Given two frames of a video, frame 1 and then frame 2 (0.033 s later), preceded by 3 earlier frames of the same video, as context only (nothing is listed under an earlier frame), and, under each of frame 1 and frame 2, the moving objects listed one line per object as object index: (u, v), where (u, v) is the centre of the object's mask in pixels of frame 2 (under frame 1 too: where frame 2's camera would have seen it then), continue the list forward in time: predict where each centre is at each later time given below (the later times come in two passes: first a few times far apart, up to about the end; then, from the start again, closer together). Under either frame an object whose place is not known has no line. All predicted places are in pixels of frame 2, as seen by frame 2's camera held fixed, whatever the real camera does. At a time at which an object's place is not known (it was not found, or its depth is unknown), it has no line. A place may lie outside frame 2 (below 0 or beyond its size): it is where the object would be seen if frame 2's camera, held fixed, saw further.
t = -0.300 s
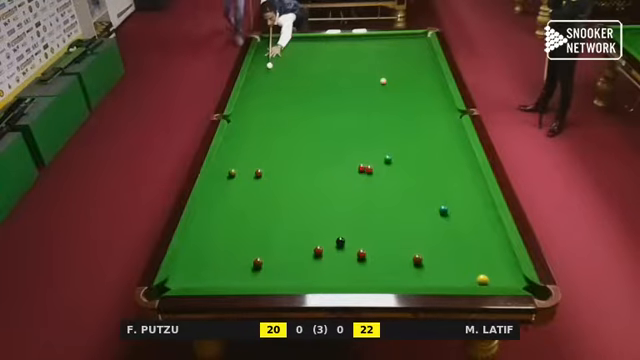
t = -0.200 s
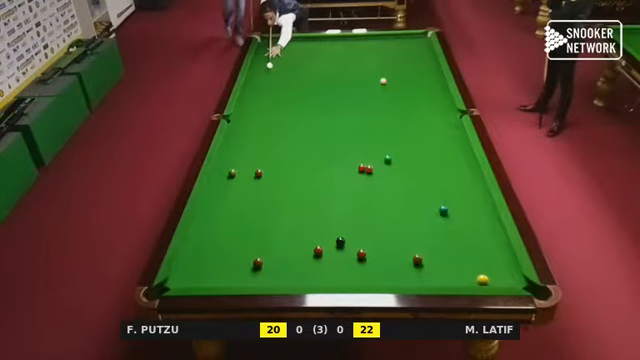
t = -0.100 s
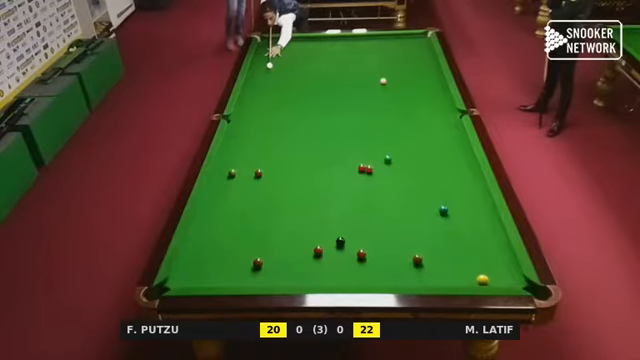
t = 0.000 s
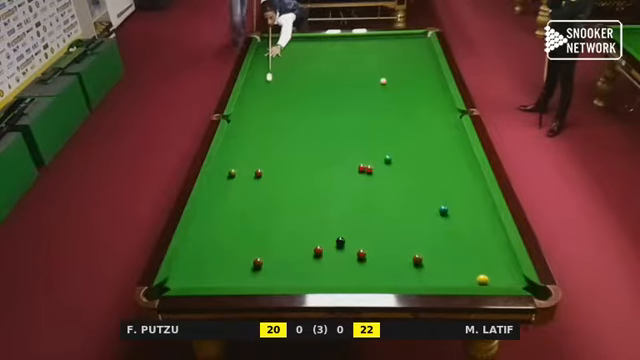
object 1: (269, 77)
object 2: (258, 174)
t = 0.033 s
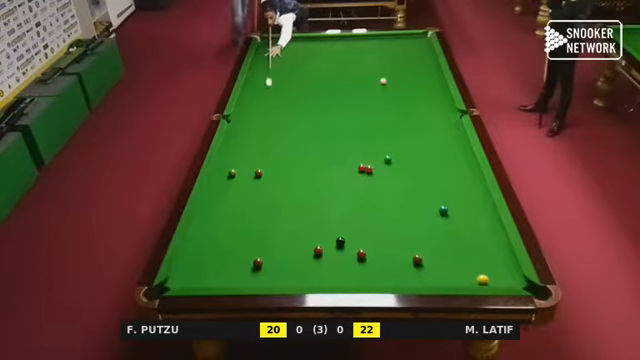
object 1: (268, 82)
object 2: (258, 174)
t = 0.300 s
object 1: (266, 121)
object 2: (258, 173)
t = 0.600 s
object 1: (264, 161)
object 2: (258, 173)
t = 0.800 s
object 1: (278, 178)
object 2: (243, 185)
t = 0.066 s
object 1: (268, 87)
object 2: (258, 174)
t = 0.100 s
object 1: (268, 91)
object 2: (258, 174)
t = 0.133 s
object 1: (268, 96)
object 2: (258, 174)
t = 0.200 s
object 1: (267, 106)
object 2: (258, 174)
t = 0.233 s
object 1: (267, 111)
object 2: (258, 174)
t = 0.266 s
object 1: (267, 116)
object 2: (258, 173)
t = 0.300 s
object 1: (266, 121)
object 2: (258, 173)
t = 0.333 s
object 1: (266, 125)
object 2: (258, 173)
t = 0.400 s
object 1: (266, 135)
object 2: (258, 173)
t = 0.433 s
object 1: (265, 139)
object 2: (258, 173)
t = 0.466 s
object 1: (265, 144)
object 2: (258, 173)
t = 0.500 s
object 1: (265, 148)
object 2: (258, 173)
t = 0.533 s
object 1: (265, 152)
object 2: (258, 173)
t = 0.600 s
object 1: (264, 161)
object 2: (258, 173)
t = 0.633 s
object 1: (264, 165)
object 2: (258, 173)
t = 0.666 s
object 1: (265, 169)
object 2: (257, 175)
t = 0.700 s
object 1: (269, 171)
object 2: (253, 178)
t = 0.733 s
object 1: (272, 173)
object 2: (249, 180)
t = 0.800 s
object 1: (278, 178)
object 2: (243, 185)
